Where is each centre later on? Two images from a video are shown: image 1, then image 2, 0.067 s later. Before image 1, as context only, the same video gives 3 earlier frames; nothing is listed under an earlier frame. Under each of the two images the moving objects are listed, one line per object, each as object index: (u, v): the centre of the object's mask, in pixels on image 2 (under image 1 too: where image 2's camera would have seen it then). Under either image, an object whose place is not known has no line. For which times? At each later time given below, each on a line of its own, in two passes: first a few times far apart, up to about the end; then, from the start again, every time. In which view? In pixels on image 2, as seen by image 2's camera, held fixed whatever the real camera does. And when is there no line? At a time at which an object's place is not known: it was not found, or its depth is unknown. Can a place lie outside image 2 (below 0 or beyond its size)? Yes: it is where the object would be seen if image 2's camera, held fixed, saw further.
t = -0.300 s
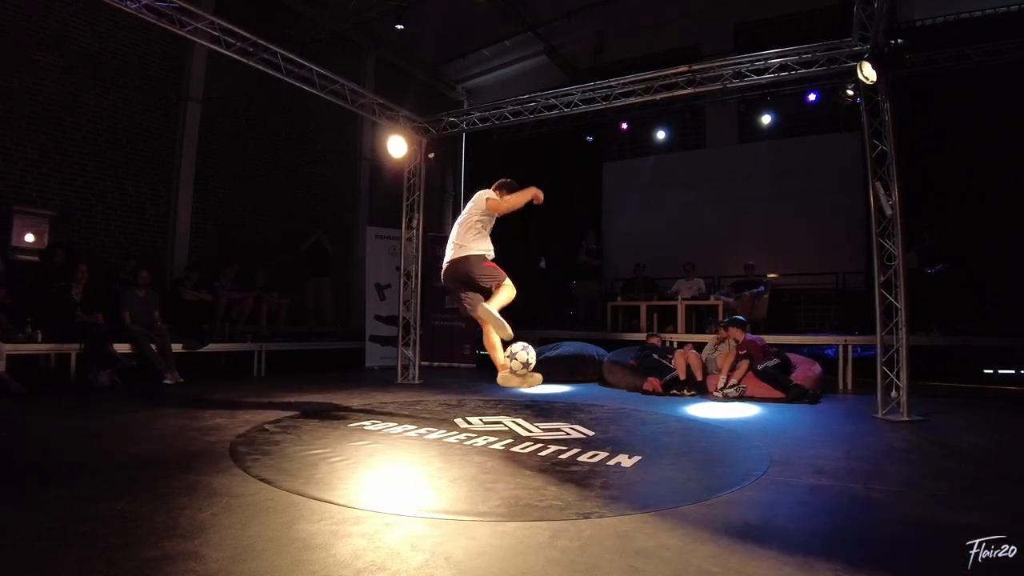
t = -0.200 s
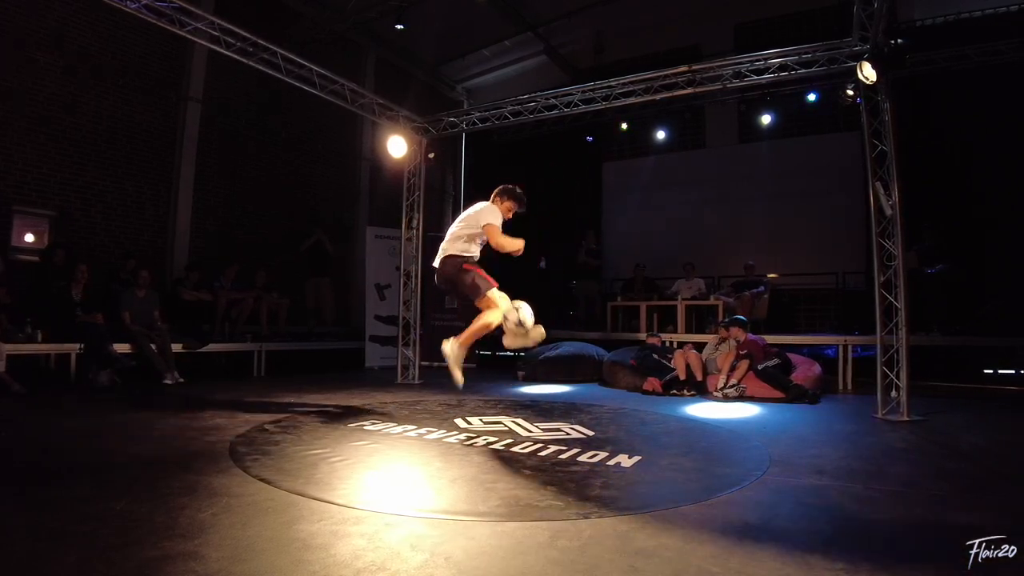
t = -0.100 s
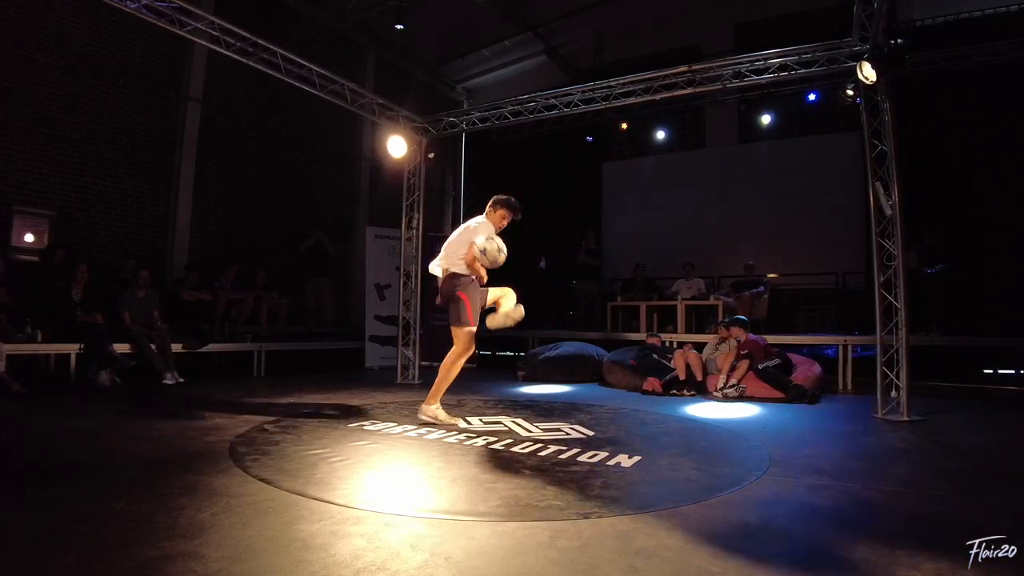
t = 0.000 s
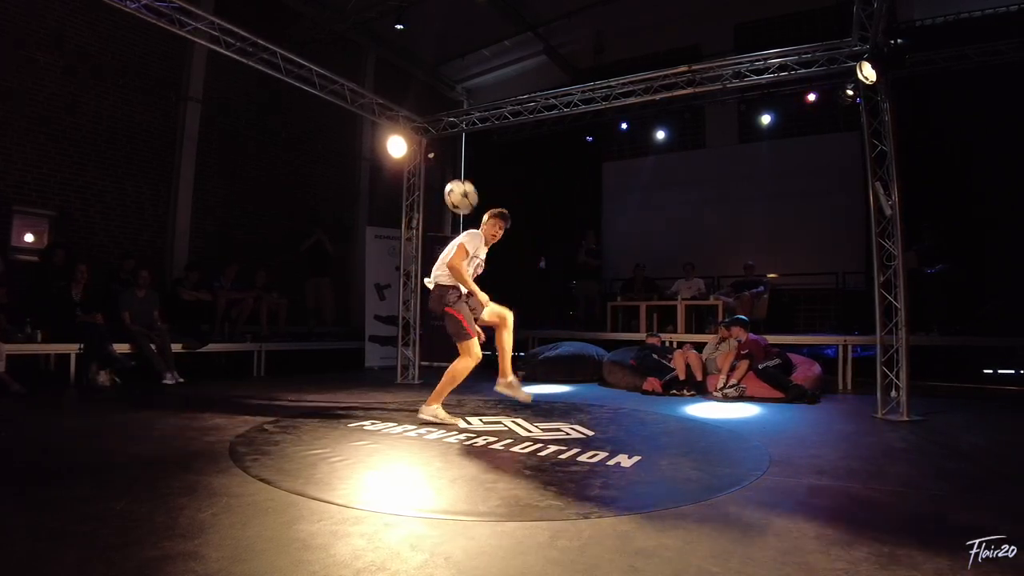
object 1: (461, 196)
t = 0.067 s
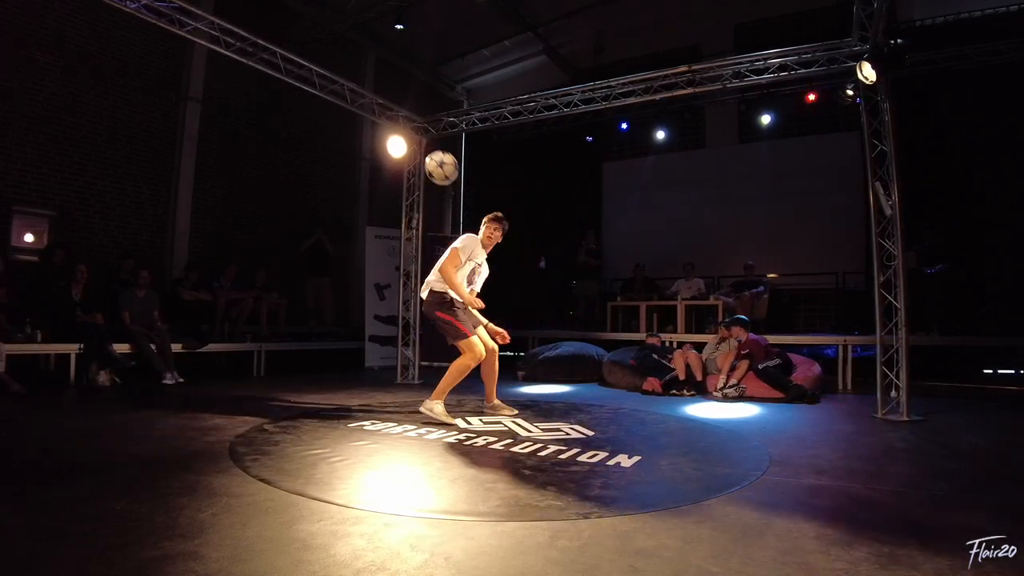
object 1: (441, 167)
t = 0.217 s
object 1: (396, 124)
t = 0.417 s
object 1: (333, 118)
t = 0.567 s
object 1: (281, 153)
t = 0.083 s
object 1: (437, 161)
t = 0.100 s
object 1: (432, 155)
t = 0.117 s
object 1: (426, 150)
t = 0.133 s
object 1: (422, 145)
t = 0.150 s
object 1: (418, 140)
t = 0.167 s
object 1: (412, 136)
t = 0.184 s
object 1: (407, 131)
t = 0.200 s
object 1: (401, 128)
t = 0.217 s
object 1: (396, 124)
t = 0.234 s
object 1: (390, 119)
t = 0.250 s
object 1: (385, 119)
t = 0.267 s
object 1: (380, 118)
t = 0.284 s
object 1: (376, 117)
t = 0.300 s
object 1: (370, 116)
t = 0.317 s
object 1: (365, 115)
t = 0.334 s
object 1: (360, 114)
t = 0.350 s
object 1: (354, 115)
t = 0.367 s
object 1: (349, 115)
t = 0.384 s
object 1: (344, 116)
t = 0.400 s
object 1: (338, 117)
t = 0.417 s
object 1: (333, 118)
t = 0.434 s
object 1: (327, 120)
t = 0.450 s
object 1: (322, 123)
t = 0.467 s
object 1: (316, 126)
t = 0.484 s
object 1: (310, 129)
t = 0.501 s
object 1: (304, 133)
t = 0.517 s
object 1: (298, 138)
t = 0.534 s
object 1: (293, 142)
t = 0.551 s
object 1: (287, 147)
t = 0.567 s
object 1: (281, 153)
